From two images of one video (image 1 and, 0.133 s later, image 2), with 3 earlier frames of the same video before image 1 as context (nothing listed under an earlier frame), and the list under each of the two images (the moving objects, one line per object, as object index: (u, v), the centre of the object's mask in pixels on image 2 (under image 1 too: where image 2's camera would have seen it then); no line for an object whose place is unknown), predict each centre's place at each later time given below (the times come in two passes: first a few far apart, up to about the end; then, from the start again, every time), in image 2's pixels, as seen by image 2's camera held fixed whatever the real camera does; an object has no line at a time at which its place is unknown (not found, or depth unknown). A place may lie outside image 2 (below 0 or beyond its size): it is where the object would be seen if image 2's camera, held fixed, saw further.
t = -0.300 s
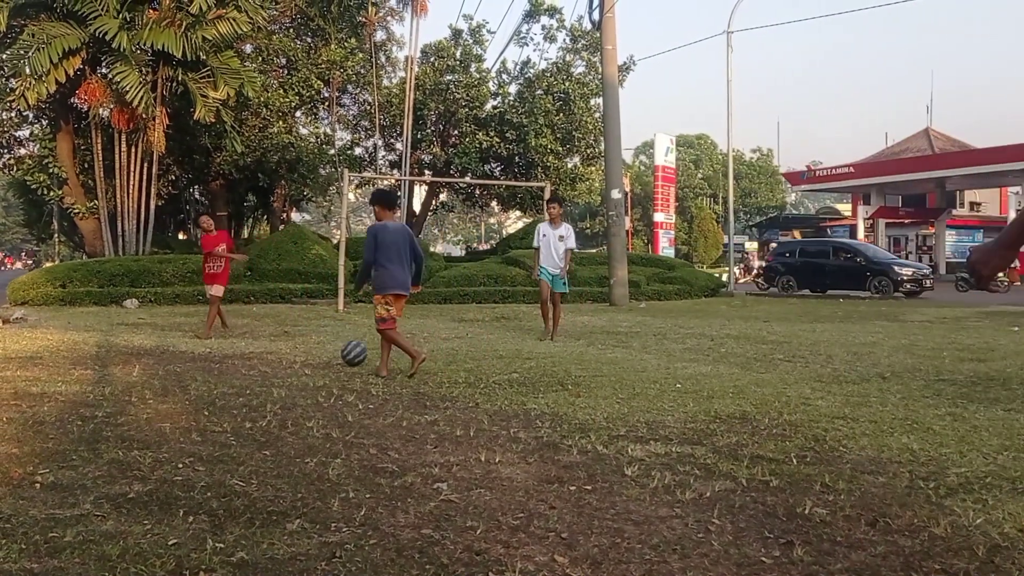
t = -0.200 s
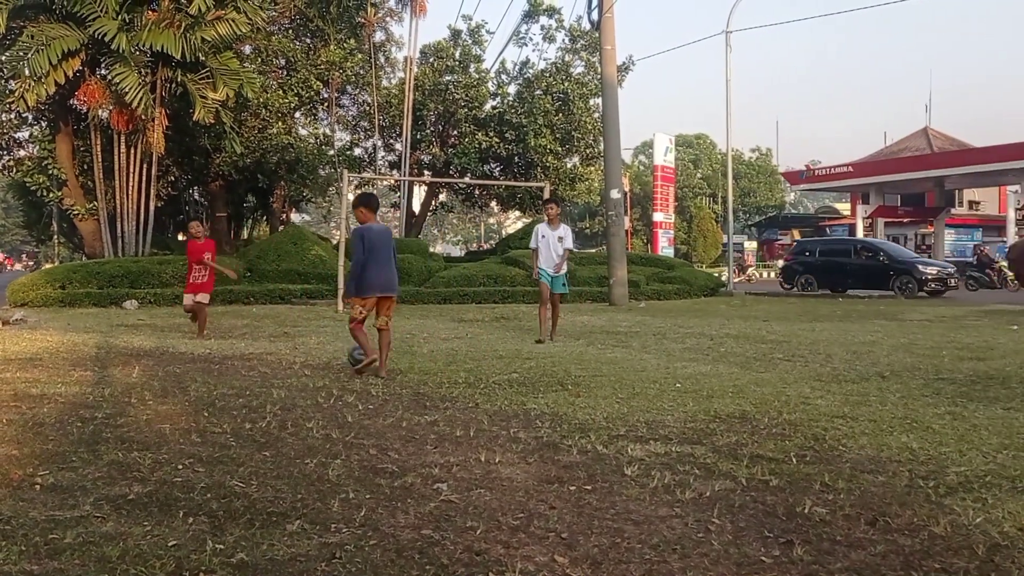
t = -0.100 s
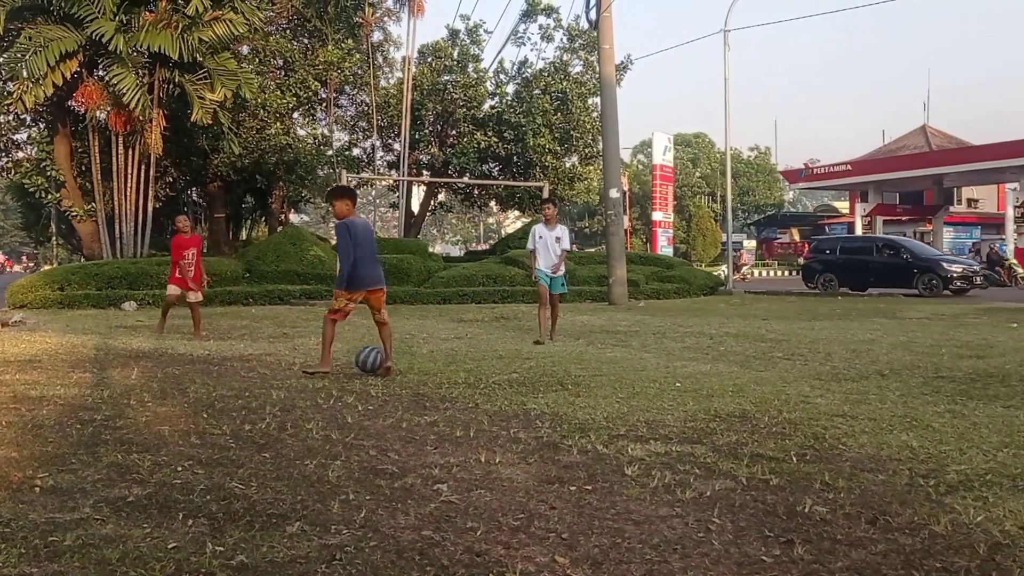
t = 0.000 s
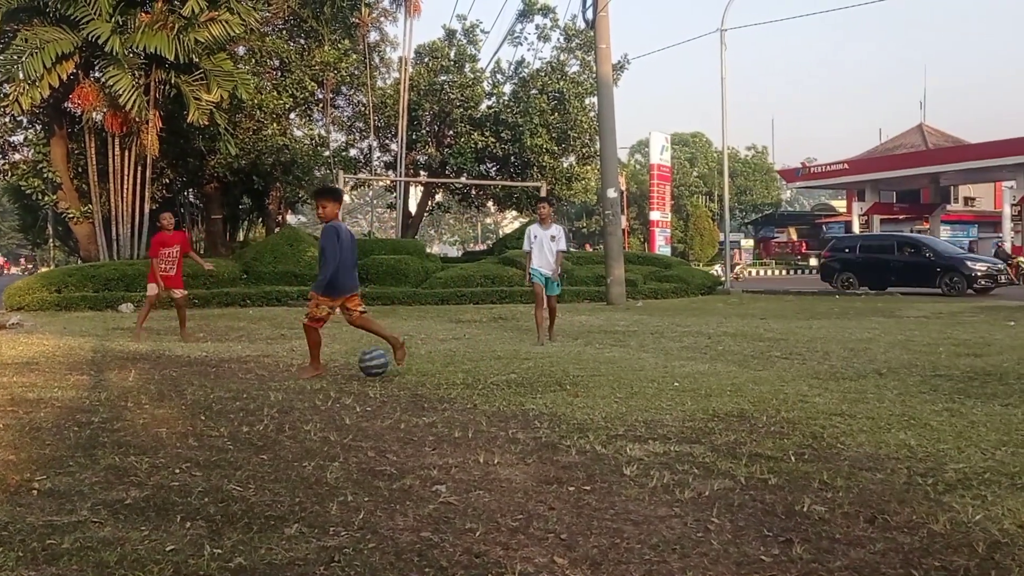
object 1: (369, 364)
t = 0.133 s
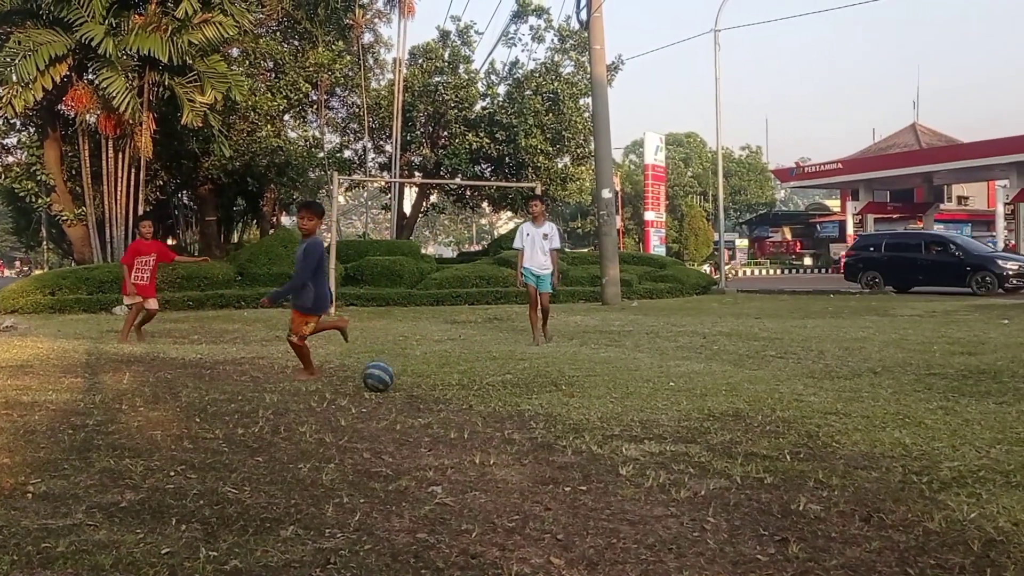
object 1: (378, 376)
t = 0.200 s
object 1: (383, 381)
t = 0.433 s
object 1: (404, 395)
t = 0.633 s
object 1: (426, 412)
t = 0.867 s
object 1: (462, 430)
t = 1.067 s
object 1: (497, 457)
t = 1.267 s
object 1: (549, 483)
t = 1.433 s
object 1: (603, 502)
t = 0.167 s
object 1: (381, 378)
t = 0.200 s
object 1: (383, 381)
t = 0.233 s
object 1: (385, 383)
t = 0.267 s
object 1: (388, 385)
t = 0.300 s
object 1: (390, 387)
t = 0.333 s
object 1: (394, 387)
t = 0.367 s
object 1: (397, 390)
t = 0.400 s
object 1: (401, 394)
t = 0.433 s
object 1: (404, 395)
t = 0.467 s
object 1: (407, 397)
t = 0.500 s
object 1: (410, 400)
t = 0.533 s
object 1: (414, 401)
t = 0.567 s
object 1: (418, 404)
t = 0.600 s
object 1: (422, 407)
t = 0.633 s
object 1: (426, 412)
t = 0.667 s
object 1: (431, 412)
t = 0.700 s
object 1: (436, 415)
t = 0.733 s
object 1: (440, 418)
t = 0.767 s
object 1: (446, 424)
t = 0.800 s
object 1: (450, 426)
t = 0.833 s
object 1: (456, 427)
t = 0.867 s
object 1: (462, 430)
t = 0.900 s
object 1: (468, 436)
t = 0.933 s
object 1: (473, 440)
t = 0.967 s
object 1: (478, 441)
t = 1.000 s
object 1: (485, 444)
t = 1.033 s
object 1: (490, 450)
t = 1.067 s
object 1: (497, 457)
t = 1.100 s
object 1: (505, 457)
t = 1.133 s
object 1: (513, 460)
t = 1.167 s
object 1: (521, 466)
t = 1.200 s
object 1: (530, 474)
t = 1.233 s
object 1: (540, 478)
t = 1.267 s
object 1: (549, 483)
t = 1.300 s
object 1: (559, 484)
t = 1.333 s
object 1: (570, 489)
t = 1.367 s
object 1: (580, 497)
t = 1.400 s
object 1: (592, 500)
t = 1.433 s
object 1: (603, 502)
